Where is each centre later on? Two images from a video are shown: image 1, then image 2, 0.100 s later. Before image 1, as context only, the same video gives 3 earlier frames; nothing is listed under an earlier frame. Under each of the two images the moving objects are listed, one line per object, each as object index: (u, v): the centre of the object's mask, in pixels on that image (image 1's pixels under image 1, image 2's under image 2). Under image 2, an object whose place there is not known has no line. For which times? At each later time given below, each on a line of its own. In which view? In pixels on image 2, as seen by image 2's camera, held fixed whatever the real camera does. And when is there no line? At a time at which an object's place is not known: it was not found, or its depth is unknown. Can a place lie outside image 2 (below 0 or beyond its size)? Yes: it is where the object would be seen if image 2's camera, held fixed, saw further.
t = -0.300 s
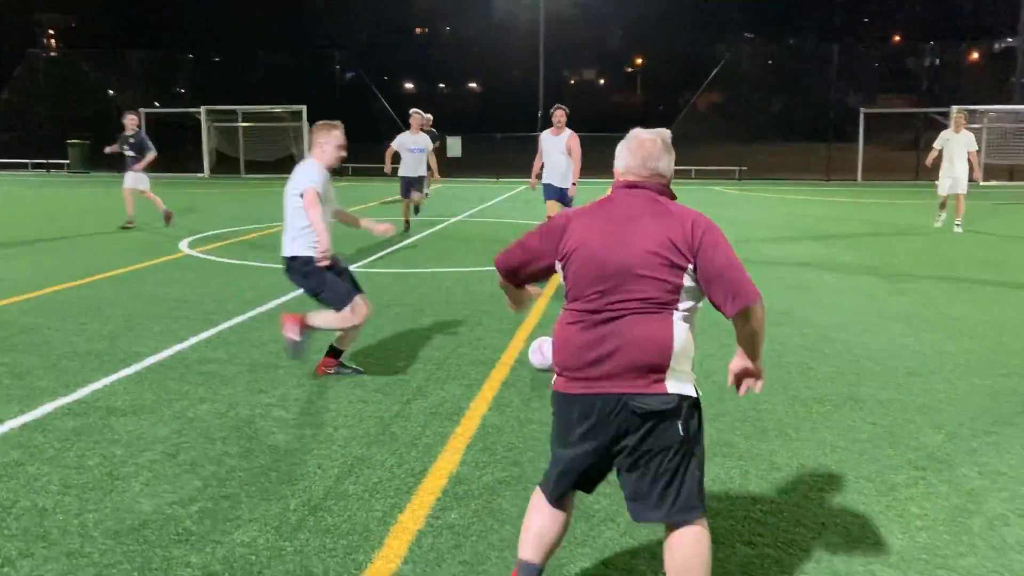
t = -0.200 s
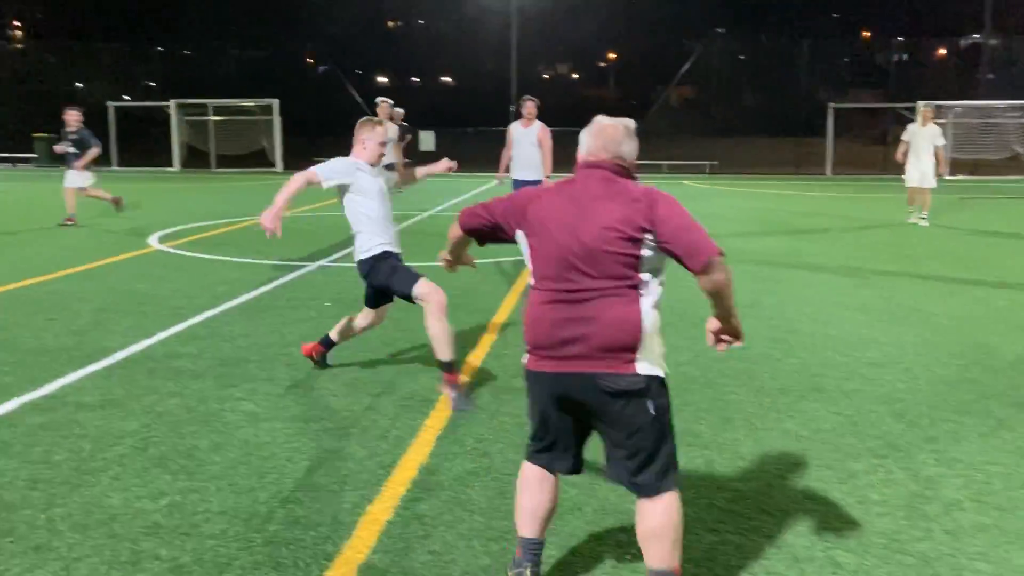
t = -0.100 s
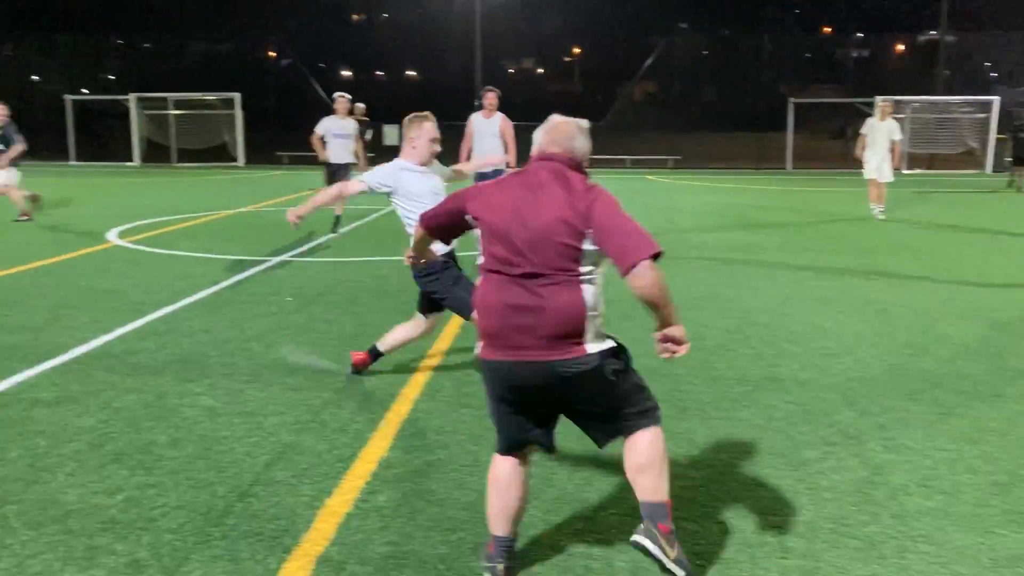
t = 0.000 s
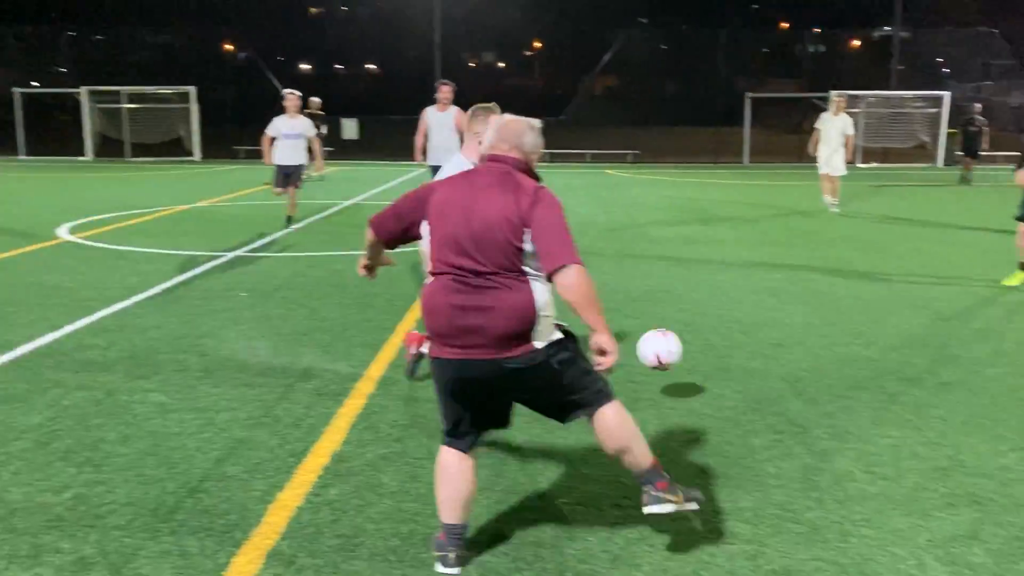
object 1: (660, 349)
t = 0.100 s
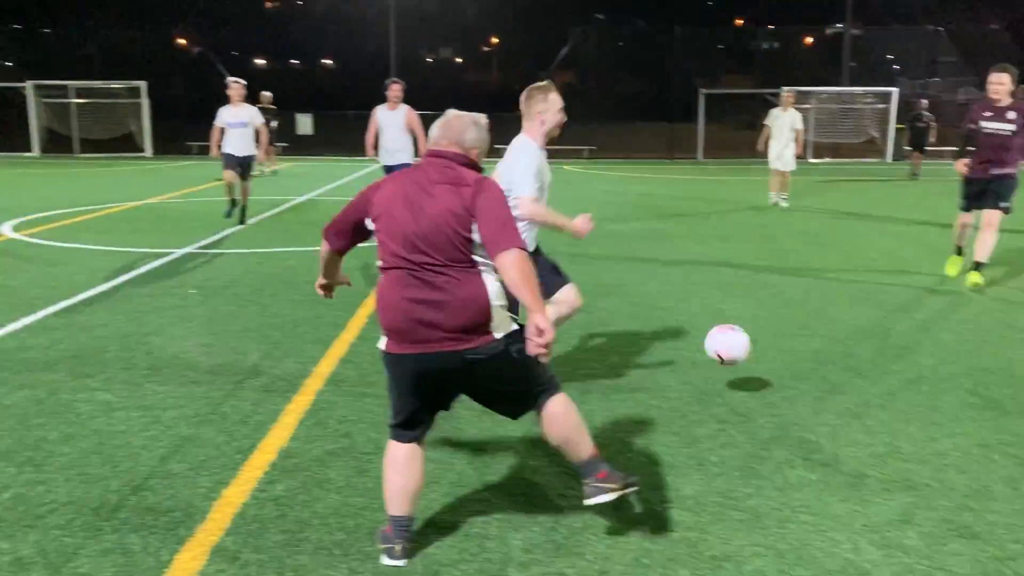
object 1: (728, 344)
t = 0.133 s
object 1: (768, 349)
